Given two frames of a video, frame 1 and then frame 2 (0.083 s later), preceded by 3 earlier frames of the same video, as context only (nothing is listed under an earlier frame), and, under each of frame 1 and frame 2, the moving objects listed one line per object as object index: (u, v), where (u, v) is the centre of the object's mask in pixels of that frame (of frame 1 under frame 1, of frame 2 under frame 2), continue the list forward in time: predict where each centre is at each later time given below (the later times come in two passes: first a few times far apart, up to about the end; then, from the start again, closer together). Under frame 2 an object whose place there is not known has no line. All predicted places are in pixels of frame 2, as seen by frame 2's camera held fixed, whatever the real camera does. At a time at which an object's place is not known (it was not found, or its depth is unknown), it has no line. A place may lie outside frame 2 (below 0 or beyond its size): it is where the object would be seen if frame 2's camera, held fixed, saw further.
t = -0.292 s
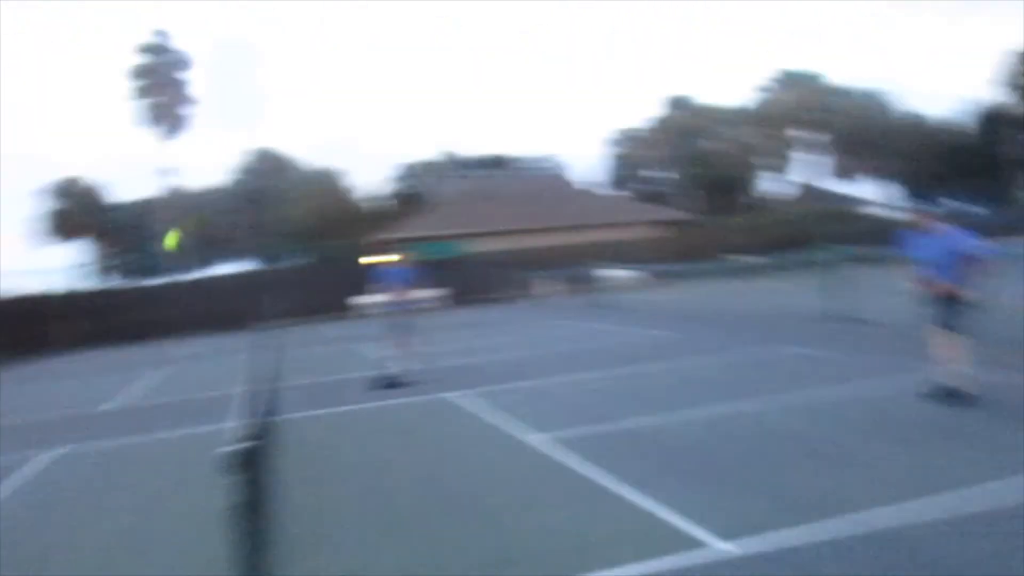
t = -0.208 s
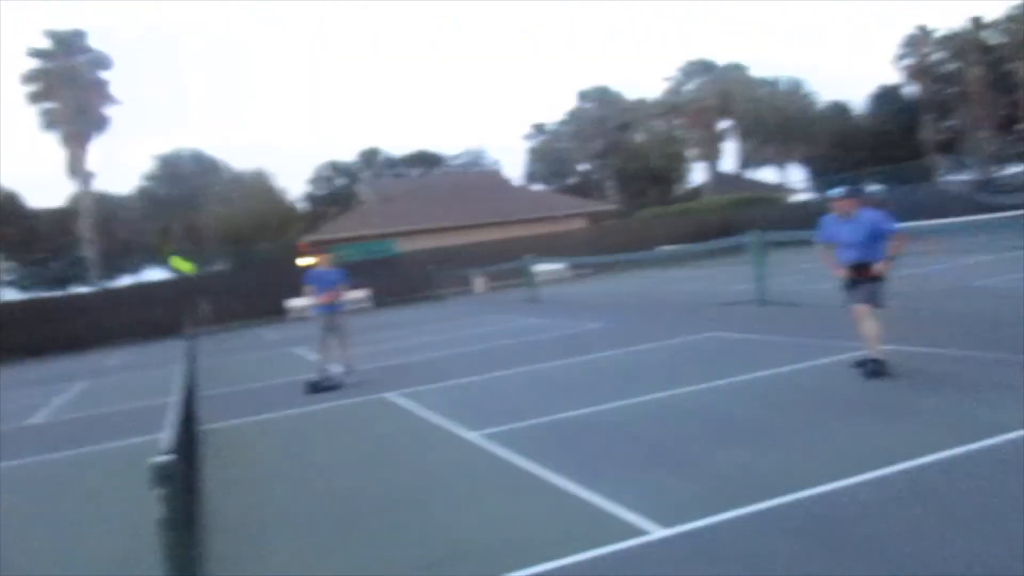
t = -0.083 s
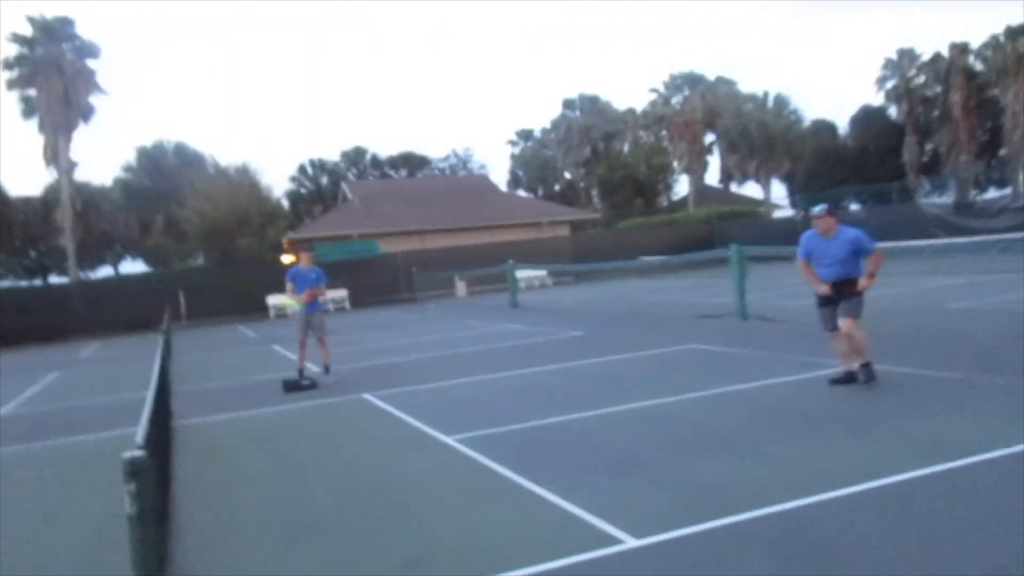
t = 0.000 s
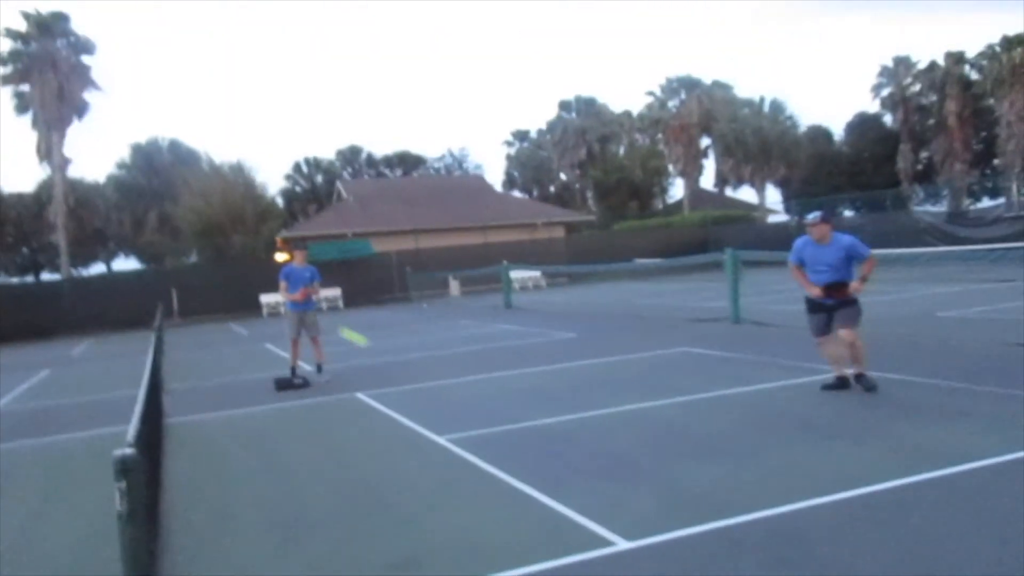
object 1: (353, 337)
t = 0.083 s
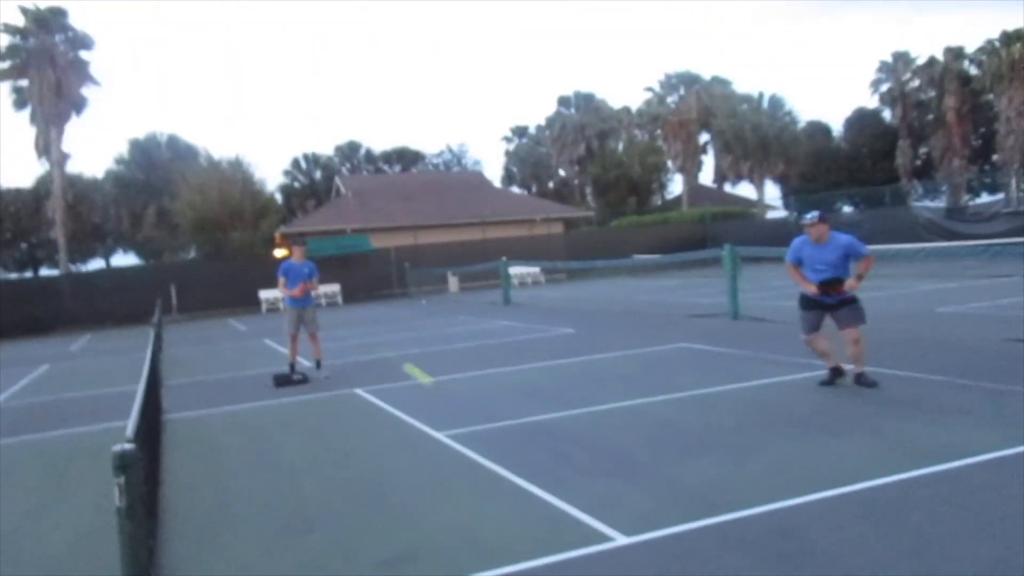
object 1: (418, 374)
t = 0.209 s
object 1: (500, 436)
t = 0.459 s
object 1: (566, 346)
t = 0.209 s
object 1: (500, 436)
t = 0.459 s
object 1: (566, 346)
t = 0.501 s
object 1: (576, 338)
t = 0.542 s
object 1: (586, 333)
